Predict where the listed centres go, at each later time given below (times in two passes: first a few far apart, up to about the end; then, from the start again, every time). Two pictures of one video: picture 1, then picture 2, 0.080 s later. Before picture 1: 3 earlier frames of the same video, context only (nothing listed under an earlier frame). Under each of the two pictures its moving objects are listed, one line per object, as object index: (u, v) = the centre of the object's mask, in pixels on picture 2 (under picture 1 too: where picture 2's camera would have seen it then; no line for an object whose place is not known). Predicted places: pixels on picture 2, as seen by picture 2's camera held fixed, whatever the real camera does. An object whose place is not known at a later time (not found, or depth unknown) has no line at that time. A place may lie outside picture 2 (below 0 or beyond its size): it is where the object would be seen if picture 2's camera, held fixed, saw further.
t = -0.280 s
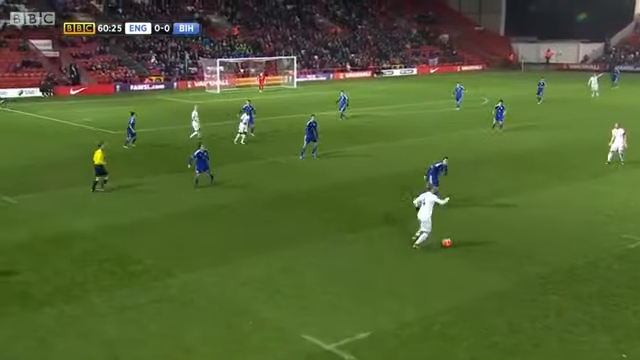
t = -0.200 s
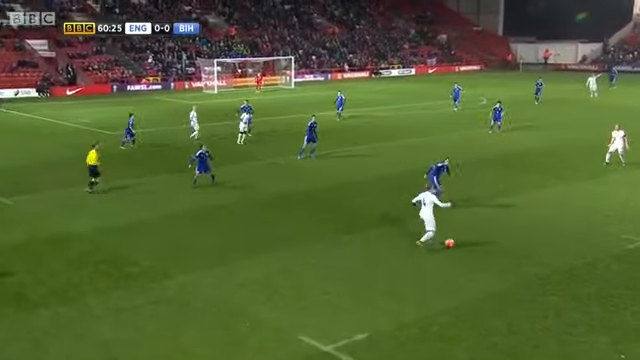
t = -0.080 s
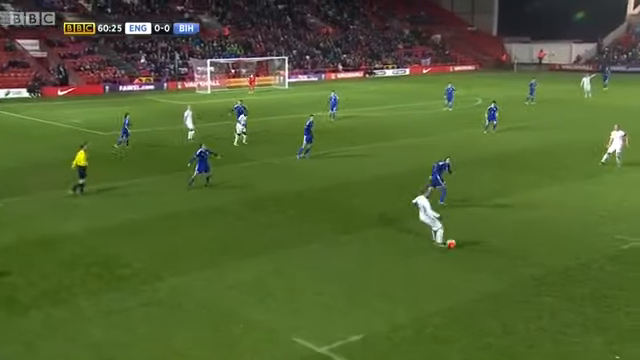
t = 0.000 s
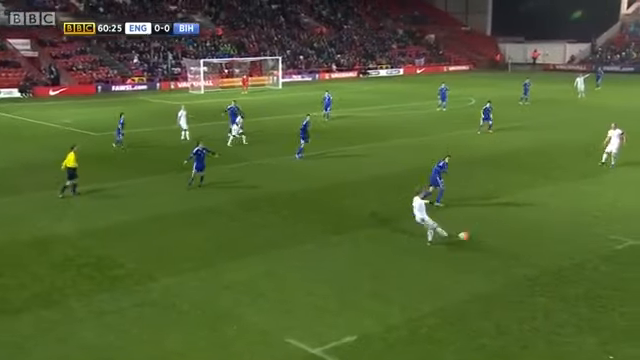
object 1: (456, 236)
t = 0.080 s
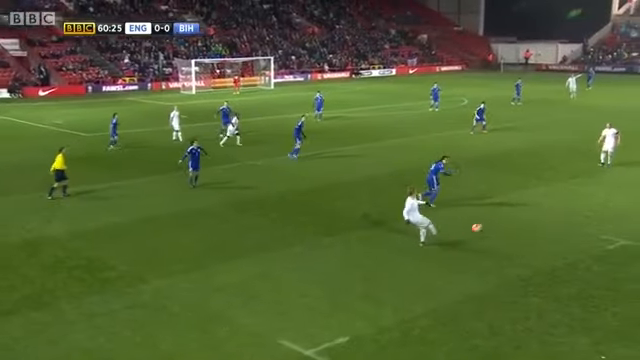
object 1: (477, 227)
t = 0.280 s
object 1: (518, 209)
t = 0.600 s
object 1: (563, 189)
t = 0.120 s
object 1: (486, 222)
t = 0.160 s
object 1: (494, 219)
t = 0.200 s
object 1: (503, 215)
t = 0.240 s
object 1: (511, 212)
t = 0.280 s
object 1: (518, 209)
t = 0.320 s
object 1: (524, 206)
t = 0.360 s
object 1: (531, 203)
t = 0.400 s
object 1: (537, 200)
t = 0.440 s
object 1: (543, 198)
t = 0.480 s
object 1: (548, 195)
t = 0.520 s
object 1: (553, 193)
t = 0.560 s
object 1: (558, 191)
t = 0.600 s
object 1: (563, 189)
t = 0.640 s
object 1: (567, 187)
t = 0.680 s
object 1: (571, 186)
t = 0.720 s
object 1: (575, 184)
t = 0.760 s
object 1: (578, 182)
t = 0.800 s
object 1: (583, 181)
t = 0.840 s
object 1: (586, 179)
